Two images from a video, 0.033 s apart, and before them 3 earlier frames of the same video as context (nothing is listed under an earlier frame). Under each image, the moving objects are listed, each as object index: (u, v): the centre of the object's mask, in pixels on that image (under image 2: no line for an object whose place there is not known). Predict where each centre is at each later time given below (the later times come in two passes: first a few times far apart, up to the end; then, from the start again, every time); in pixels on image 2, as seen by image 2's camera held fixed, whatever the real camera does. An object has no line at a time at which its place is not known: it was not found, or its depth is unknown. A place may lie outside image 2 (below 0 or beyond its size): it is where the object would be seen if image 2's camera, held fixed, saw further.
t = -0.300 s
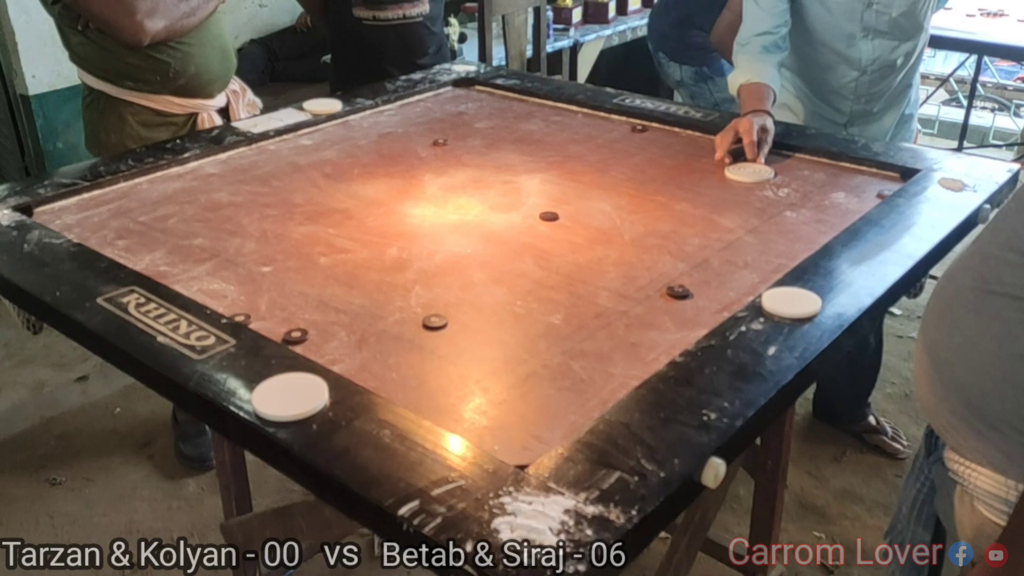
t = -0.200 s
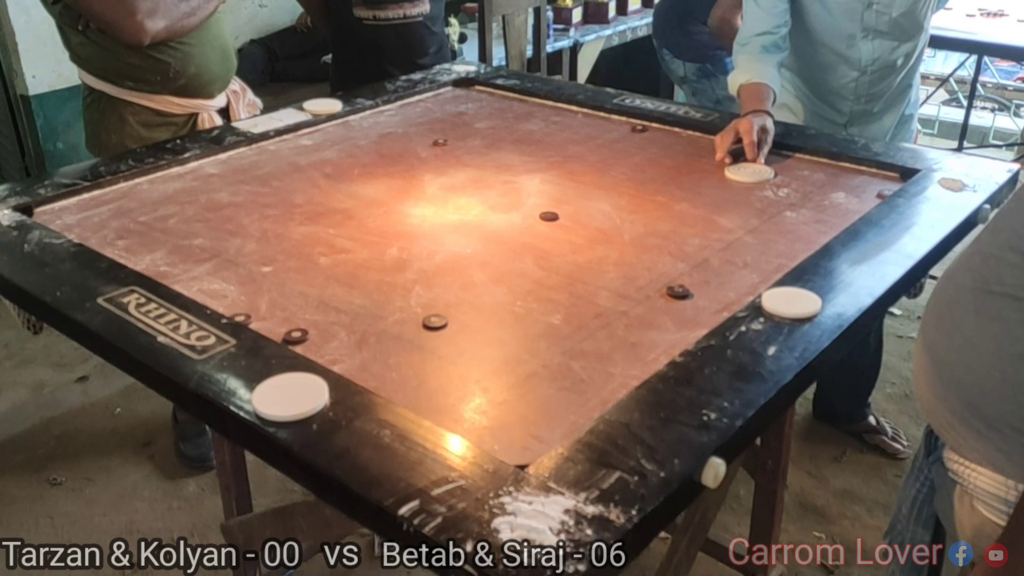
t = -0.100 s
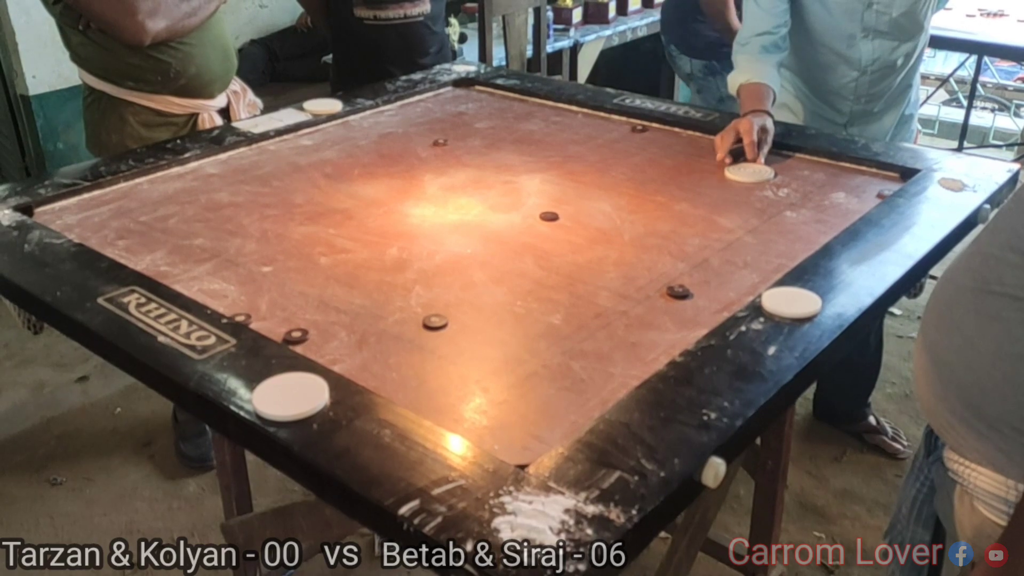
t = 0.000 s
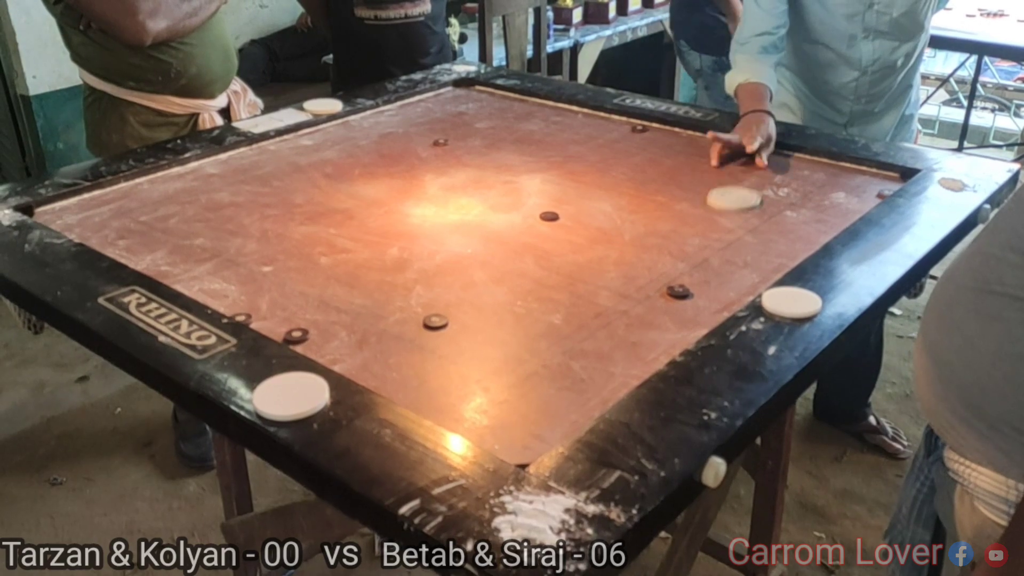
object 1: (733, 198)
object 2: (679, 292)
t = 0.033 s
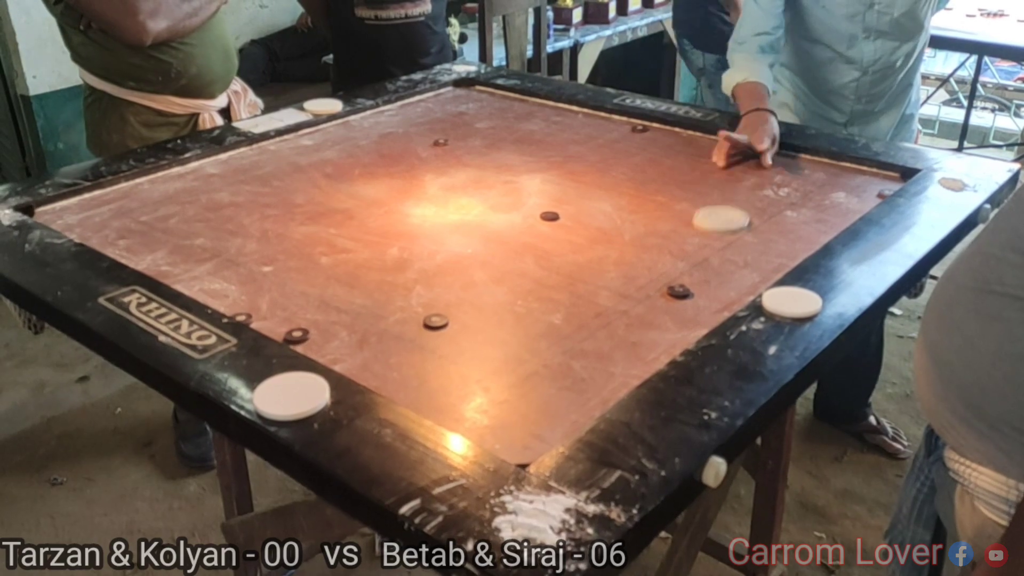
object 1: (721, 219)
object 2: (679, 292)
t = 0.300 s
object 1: (529, 404)
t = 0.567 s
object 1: (586, 298)
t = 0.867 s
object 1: (669, 213)
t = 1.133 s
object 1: (711, 171)
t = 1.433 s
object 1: (732, 150)
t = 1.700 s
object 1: (727, 153)
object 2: (596, 129)
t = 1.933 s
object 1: (727, 152)
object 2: (601, 128)
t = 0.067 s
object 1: (706, 243)
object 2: (679, 292)
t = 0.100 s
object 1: (691, 268)
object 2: (679, 292)
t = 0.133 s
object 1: (678, 292)
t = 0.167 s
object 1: (663, 317)
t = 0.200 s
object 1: (647, 344)
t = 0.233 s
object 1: (619, 366)
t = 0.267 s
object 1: (573, 385)
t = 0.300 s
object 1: (529, 404)
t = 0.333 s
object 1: (483, 420)
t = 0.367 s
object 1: (494, 402)
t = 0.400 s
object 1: (513, 382)
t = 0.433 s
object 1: (531, 362)
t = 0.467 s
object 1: (546, 344)
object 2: (666, 176)
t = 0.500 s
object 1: (561, 327)
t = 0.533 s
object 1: (574, 312)
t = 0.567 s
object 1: (586, 298)
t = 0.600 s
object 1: (598, 286)
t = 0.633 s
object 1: (609, 274)
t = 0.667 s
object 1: (620, 264)
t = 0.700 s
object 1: (629, 253)
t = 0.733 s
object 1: (638, 244)
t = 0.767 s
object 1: (647, 235)
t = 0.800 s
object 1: (655, 227)
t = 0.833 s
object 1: (662, 220)
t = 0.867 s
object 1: (669, 213)
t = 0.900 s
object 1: (675, 207)
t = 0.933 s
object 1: (681, 201)
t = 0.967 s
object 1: (687, 195)
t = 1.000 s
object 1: (692, 190)
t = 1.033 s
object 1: (697, 185)
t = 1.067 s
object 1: (702, 180)
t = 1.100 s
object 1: (707, 175)
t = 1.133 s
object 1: (711, 171)
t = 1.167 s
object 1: (716, 167)
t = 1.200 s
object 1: (719, 163)
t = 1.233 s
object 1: (723, 160)
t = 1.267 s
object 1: (727, 157)
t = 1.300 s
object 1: (729, 154)
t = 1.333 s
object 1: (732, 151)
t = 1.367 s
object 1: (735, 149)
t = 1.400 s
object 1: (734, 149)
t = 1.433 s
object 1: (732, 150)
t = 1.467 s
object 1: (730, 151)
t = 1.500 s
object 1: (728, 152)
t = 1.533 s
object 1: (727, 152)
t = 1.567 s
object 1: (727, 153)
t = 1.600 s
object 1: (727, 153)
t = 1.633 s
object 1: (727, 153)
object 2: (578, 136)
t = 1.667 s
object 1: (727, 153)
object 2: (588, 132)
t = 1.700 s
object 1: (727, 153)
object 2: (596, 129)
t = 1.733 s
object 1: (727, 153)
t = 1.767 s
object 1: (727, 153)
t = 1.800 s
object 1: (727, 153)
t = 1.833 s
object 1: (727, 153)
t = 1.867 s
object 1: (727, 153)
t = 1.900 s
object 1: (727, 153)
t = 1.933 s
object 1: (727, 152)
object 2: (601, 128)
